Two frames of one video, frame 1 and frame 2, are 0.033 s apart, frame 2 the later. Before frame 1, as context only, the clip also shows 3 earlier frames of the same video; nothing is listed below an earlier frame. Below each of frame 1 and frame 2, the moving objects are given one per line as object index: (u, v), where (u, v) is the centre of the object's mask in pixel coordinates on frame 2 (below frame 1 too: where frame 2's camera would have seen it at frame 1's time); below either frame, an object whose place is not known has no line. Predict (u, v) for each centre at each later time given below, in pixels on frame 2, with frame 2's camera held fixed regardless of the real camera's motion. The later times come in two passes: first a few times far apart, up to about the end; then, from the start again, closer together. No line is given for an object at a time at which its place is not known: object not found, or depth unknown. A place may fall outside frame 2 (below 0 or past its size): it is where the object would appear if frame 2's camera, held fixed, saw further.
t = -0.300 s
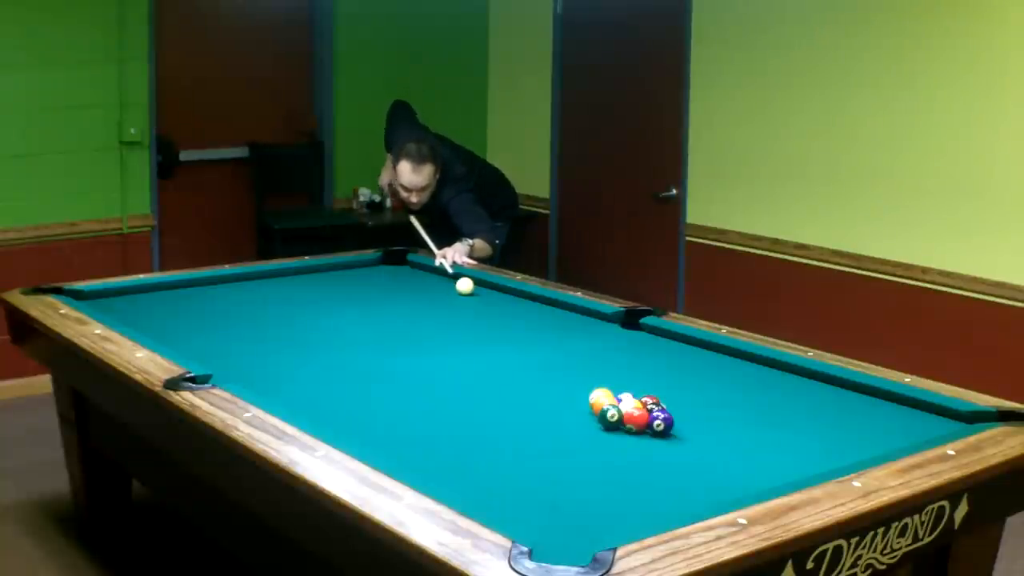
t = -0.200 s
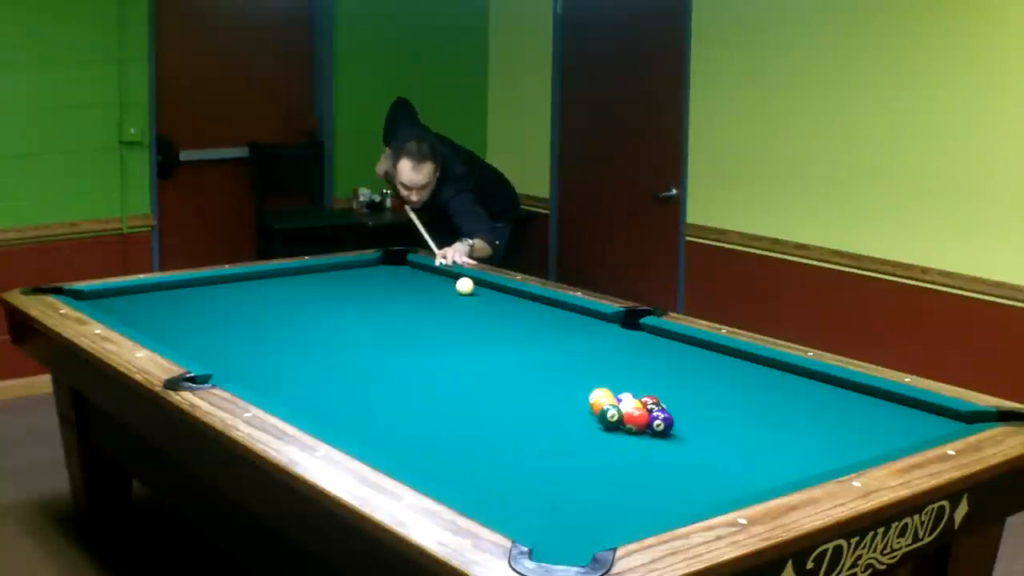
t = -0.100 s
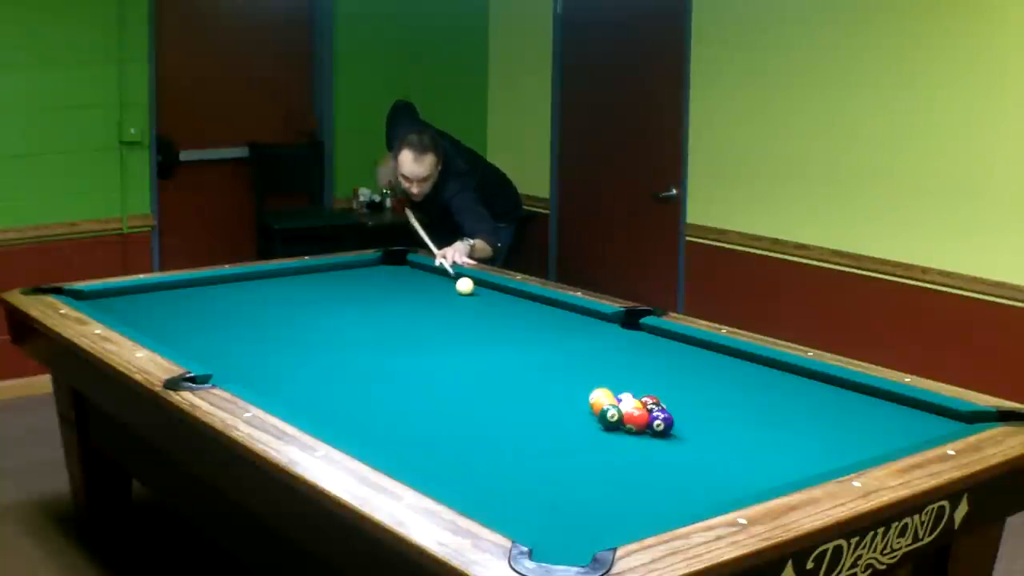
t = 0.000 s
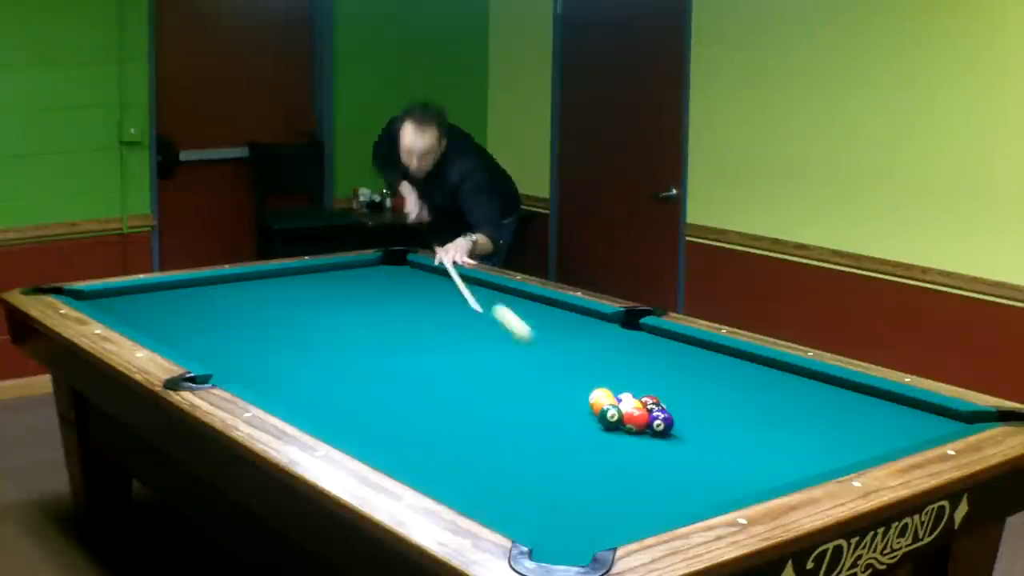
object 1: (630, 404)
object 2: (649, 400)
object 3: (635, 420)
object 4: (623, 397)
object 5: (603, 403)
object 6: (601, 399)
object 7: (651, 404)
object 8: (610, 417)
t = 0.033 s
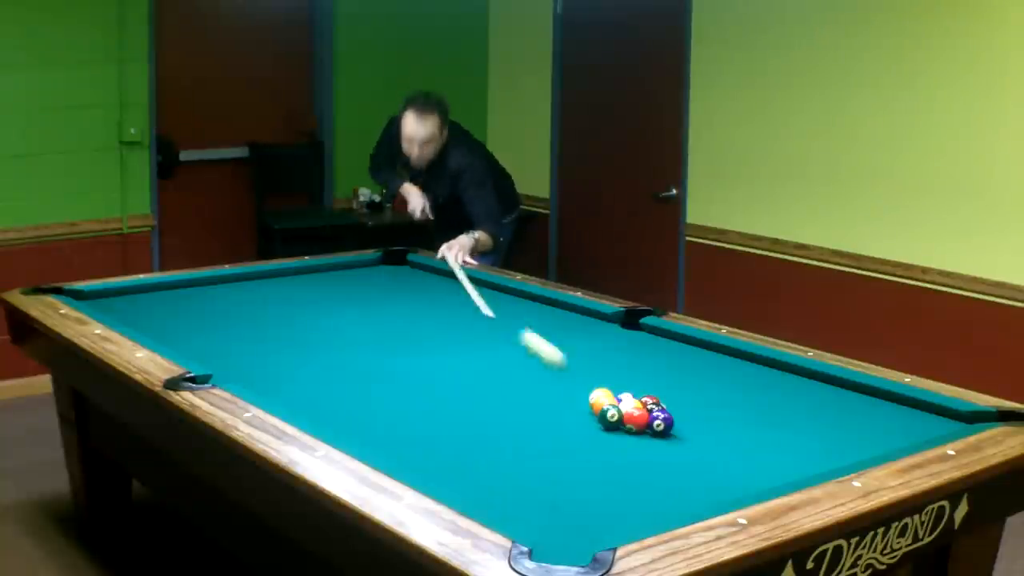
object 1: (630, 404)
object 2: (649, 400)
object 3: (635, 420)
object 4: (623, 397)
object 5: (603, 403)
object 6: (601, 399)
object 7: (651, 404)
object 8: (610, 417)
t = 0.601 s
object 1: (645, 451)
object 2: (921, 429)
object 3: (797, 456)
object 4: (649, 385)
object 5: (443, 424)
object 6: (379, 401)
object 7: (763, 382)
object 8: (843, 408)
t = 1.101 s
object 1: (660, 493)
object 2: (818, 442)
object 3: (782, 445)
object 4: (668, 369)
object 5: (358, 423)
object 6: (306, 385)
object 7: (680, 361)
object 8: (586, 378)
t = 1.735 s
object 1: (609, 511)
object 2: (763, 432)
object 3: (643, 430)
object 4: (686, 353)
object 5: (403, 393)
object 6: (245, 358)
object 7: (514, 358)
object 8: (336, 347)
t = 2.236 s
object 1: (545, 507)
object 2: (729, 426)
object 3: (591, 422)
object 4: (695, 342)
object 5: (430, 374)
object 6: (192, 337)
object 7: (396, 355)
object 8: (281, 320)
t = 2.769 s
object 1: (489, 499)
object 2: (703, 422)
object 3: (546, 416)
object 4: (677, 341)
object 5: (454, 358)
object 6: (201, 313)
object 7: (280, 352)
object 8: (236, 298)
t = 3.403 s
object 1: (478, 491)
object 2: (682, 418)
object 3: (506, 409)
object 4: (659, 342)
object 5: (477, 343)
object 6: (209, 290)
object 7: (176, 344)
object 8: (200, 283)
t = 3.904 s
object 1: (477, 488)
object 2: (675, 417)
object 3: (483, 406)
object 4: (652, 341)
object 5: (491, 334)
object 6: (238, 286)
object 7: (193, 335)
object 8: (182, 283)
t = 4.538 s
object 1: (477, 486)
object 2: (674, 416)
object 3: (464, 403)
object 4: (650, 341)
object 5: (506, 325)
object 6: (273, 285)
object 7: (209, 324)
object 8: (175, 288)
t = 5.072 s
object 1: (477, 486)
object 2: (674, 416)
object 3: (457, 402)
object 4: (650, 342)
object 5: (516, 319)
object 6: (295, 284)
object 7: (221, 317)
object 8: (171, 289)
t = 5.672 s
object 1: (477, 486)
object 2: (674, 416)
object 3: (457, 402)
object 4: (650, 341)
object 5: (524, 315)
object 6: (313, 283)
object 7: (231, 311)
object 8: (169, 290)
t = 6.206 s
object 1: (477, 486)
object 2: (674, 416)
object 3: (457, 402)
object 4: (650, 341)
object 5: (529, 312)
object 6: (321, 283)
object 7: (238, 307)
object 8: (169, 290)
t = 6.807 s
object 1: (477, 486)
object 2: (674, 416)
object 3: (457, 402)
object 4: (650, 341)
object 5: (530, 310)
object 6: (324, 283)
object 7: (243, 305)
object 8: (169, 290)
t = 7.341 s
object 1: (477, 486)
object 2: (674, 416)
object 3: (457, 402)
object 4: (650, 342)
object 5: (530, 310)
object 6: (324, 283)
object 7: (245, 304)
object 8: (169, 290)
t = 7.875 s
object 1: (476, 486)
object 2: (674, 416)
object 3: (457, 402)
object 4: (650, 342)
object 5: (531, 310)
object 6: (324, 283)
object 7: (245, 305)
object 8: (169, 290)
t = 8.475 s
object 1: (476, 486)
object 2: (674, 416)
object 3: (457, 402)
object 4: (650, 342)
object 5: (531, 310)
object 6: (324, 282)
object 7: (245, 305)
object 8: (169, 290)
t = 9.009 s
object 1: (476, 486)
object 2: (674, 416)
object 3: (457, 402)
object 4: (650, 342)
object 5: (531, 310)
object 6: (324, 282)
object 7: (245, 305)
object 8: (169, 290)
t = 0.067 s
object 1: (630, 404)
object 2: (649, 400)
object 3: (636, 420)
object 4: (623, 397)
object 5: (601, 399)
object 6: (601, 398)
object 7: (651, 404)
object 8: (610, 417)
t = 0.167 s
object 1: (633, 419)
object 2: (734, 405)
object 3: (667, 426)
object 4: (630, 397)
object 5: (574, 411)
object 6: (555, 398)
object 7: (691, 418)
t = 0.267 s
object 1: (636, 426)
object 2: (824, 405)
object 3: (697, 433)
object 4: (635, 397)
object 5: (544, 415)
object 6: (514, 400)
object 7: (724, 421)
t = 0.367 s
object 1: (639, 434)
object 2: (901, 403)
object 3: (726, 440)
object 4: (639, 393)
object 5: (514, 417)
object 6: (473, 401)
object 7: (752, 418)
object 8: (757, 476)
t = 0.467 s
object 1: (641, 442)
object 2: (925, 415)
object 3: (756, 447)
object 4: (644, 389)
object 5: (484, 420)
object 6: (433, 401)
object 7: (757, 402)
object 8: (801, 443)
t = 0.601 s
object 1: (645, 451)
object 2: (921, 429)
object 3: (797, 456)
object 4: (649, 385)
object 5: (443, 424)
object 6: (379, 401)
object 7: (763, 382)
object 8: (843, 408)
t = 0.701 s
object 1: (648, 460)
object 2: (911, 435)
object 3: (828, 460)
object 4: (653, 381)
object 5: (412, 426)
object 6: (339, 402)
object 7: (771, 369)
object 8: (854, 390)
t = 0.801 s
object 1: (651, 468)
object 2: (884, 439)
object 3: (825, 459)
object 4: (657, 377)
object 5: (382, 429)
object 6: (299, 402)
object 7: (760, 365)
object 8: (779, 388)
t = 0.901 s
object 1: (654, 477)
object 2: (858, 442)
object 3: (815, 454)
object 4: (661, 374)
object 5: (352, 430)
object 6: (291, 398)
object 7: (732, 364)
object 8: (710, 386)
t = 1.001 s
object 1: (657, 485)
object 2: (832, 443)
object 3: (804, 449)
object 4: (666, 370)
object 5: (350, 428)
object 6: (299, 392)
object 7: (705, 363)
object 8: (646, 381)
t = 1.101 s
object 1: (660, 493)
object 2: (818, 442)
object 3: (782, 445)
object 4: (668, 369)
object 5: (358, 423)
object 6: (306, 385)
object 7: (680, 361)
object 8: (586, 378)
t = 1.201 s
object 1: (663, 502)
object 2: (808, 441)
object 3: (757, 442)
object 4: (670, 366)
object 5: (366, 418)
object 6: (313, 379)
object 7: (650, 362)
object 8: (526, 374)
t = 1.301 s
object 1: (666, 507)
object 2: (798, 439)
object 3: (733, 440)
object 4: (674, 363)
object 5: (374, 412)
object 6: (320, 373)
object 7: (624, 361)
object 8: (470, 371)
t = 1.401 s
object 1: (658, 511)
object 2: (790, 437)
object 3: (710, 437)
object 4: (677, 361)
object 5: (381, 408)
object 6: (326, 368)
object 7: (598, 360)
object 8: (413, 366)
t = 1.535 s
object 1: (638, 511)
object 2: (778, 435)
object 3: (680, 434)
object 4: (681, 357)
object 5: (390, 402)
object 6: (322, 361)
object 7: (565, 359)
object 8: (353, 361)
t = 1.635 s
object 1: (624, 512)
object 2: (770, 433)
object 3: (657, 431)
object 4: (683, 356)
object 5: (397, 397)
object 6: (279, 360)
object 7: (540, 358)
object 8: (348, 353)
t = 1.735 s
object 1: (609, 511)
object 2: (763, 432)
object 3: (643, 430)
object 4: (686, 353)
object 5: (403, 393)
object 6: (245, 358)
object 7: (514, 358)
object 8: (336, 347)
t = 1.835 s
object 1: (596, 510)
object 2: (756, 431)
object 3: (631, 428)
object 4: (688, 351)
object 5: (409, 389)
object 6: (216, 356)
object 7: (490, 357)
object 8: (325, 341)
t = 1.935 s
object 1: (583, 509)
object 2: (748, 429)
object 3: (621, 427)
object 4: (690, 349)
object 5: (415, 385)
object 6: (188, 351)
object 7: (466, 356)
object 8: (313, 336)
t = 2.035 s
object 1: (570, 508)
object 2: (742, 428)
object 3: (610, 425)
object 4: (692, 347)
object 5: (420, 381)
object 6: (189, 348)
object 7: (443, 356)
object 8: (303, 331)
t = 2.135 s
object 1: (557, 507)
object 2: (735, 427)
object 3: (600, 424)
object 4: (694, 345)
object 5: (425, 377)
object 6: (191, 343)
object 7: (419, 355)
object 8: (292, 325)
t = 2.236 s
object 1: (545, 507)
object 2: (729, 426)
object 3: (591, 422)
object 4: (695, 342)
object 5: (430, 374)
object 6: (192, 337)
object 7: (396, 355)
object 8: (281, 320)
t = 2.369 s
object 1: (530, 505)
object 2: (722, 425)
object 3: (579, 421)
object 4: (693, 341)
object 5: (437, 370)
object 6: (194, 331)
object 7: (366, 354)
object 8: (270, 314)
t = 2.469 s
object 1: (519, 504)
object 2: (716, 424)
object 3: (570, 419)
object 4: (688, 341)
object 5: (441, 367)
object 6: (196, 326)
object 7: (343, 353)
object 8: (261, 310)
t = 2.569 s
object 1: (509, 503)
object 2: (711, 423)
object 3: (562, 418)
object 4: (685, 341)
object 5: (446, 364)
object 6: (198, 321)
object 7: (322, 353)
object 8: (251, 306)
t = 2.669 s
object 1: (499, 501)
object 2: (707, 423)
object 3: (554, 417)
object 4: (681, 341)
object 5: (450, 361)
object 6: (199, 317)
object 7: (301, 353)
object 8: (242, 301)
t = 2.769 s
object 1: (489, 499)
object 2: (703, 422)
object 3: (546, 416)
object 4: (677, 341)
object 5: (454, 358)
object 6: (201, 313)
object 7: (280, 352)
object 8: (236, 298)
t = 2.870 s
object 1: (480, 497)
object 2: (698, 421)
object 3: (539, 415)
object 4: (674, 342)
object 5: (458, 355)
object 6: (202, 309)
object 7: (259, 351)
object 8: (228, 294)
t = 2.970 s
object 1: (480, 496)
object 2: (695, 420)
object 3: (532, 413)
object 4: (670, 342)
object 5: (462, 353)
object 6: (204, 305)
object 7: (239, 351)
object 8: (220, 290)
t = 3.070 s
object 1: (479, 495)
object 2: (692, 420)
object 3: (525, 412)
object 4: (667, 342)
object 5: (466, 351)
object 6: (205, 301)
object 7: (219, 350)
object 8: (214, 286)
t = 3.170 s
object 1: (479, 493)
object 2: (688, 419)
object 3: (519, 411)
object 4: (665, 342)
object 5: (469, 348)
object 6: (206, 298)
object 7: (201, 350)
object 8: (208, 282)
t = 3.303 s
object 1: (479, 492)
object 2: (685, 418)
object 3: (511, 410)
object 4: (661, 341)
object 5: (474, 346)
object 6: (208, 293)
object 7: (177, 346)
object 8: (200, 281)
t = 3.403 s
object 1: (478, 491)
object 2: (682, 418)
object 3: (506, 409)
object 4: (659, 342)
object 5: (477, 343)
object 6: (209, 290)
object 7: (176, 344)
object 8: (200, 283)
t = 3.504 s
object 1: (478, 490)
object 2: (680, 417)
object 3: (501, 409)
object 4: (657, 342)
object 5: (480, 341)
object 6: (210, 287)
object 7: (180, 343)
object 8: (199, 283)
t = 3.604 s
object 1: (477, 489)
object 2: (678, 417)
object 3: (495, 408)
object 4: (656, 341)
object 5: (483, 339)
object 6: (218, 287)
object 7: (183, 341)
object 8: (196, 285)
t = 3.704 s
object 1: (477, 489)
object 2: (677, 417)
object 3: (491, 407)
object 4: (654, 341)
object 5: (486, 337)
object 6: (225, 286)
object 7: (186, 340)
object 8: (190, 284)
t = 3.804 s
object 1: (477, 488)
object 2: (676, 417)
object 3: (487, 406)
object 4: (653, 341)
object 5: (489, 336)
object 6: (232, 286)
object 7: (189, 337)
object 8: (185, 283)
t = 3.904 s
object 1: (477, 488)
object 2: (675, 417)
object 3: (483, 406)
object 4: (652, 341)
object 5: (491, 334)
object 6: (238, 286)
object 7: (193, 335)
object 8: (182, 283)
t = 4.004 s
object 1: (477, 487)
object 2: (675, 416)
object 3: (479, 405)
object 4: (651, 342)
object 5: (494, 332)
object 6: (245, 285)
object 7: (195, 333)
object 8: (181, 284)
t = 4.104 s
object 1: (477, 487)
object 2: (674, 416)
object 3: (476, 405)
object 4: (651, 341)
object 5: (496, 331)
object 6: (250, 285)
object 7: (198, 332)
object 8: (180, 284)
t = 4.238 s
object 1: (477, 486)
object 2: (674, 416)
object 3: (472, 404)
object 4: (650, 341)
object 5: (499, 329)
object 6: (258, 285)
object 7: (202, 329)
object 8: (178, 286)
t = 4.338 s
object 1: (477, 486)
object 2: (674, 416)
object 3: (469, 404)
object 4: (650, 341)
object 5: (502, 328)
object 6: (263, 285)
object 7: (204, 326)
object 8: (177, 286)
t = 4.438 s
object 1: (477, 486)
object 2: (674, 416)
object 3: (467, 403)
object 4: (650, 341)
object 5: (504, 326)
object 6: (269, 285)
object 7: (207, 326)
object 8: (176, 287)
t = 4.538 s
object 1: (477, 486)
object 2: (674, 416)
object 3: (464, 403)
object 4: (650, 341)
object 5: (506, 325)
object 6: (273, 285)
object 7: (209, 324)
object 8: (175, 288)
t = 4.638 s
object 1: (477, 486)
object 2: (674, 416)
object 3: (462, 403)
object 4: (650, 341)
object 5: (509, 324)
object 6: (278, 285)
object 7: (211, 323)
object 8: (174, 288)
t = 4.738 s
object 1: (477, 486)
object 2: (674, 416)
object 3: (461, 403)
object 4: (650, 341)
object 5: (511, 323)
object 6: (282, 285)
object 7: (214, 320)
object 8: (173, 288)
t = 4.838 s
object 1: (477, 486)
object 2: (674, 416)
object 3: (459, 403)
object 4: (650, 341)
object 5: (512, 322)
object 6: (287, 284)
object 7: (216, 319)
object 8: (173, 288)
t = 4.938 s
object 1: (477, 486)
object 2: (674, 416)
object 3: (458, 402)
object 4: (650, 341)
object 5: (514, 321)
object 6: (291, 284)
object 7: (218, 318)
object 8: (172, 288)
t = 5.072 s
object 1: (477, 486)
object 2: (674, 416)
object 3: (457, 402)
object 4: (650, 342)
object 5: (516, 319)
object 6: (295, 284)
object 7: (221, 317)
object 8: (171, 289)
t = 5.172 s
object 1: (477, 486)
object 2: (674, 416)
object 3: (456, 402)
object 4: (650, 341)
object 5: (518, 318)
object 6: (299, 284)
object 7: (223, 316)
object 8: (170, 289)
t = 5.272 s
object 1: (477, 486)
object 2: (674, 416)
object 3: (456, 402)
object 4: (650, 341)
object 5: (520, 318)
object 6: (302, 284)
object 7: (224, 314)
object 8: (170, 289)
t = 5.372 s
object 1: (477, 486)
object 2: (674, 416)
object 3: (456, 402)
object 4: (650, 341)
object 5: (521, 317)
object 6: (305, 284)
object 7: (226, 313)
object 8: (169, 290)
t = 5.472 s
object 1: (477, 486)
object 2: (674, 416)
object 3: (456, 402)
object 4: (650, 341)
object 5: (522, 316)
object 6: (308, 284)
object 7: (228, 312)
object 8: (169, 290)
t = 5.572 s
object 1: (477, 486)
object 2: (674, 416)
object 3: (456, 402)
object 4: (650, 341)
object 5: (523, 315)
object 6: (310, 284)
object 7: (230, 312)
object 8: (169, 290)
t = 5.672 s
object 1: (477, 486)
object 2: (674, 416)
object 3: (457, 402)
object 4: (650, 341)
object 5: (524, 315)
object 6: (313, 283)
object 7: (231, 311)
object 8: (169, 290)
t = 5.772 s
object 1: (477, 486)
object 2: (674, 416)
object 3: (457, 402)
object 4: (650, 342)
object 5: (526, 314)
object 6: (315, 283)
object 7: (232, 310)
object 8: (169, 290)
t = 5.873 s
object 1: (477, 486)
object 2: (674, 416)
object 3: (457, 402)
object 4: (650, 342)
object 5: (527, 313)
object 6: (317, 283)
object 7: (234, 309)
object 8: (169, 290)
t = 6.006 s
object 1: (477, 486)
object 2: (674, 416)
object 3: (457, 402)
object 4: (650, 341)
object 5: (527, 313)
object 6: (319, 283)
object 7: (235, 308)
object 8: (169, 290)
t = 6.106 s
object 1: (477, 486)
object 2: (674, 416)
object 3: (457, 402)
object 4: (650, 341)
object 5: (528, 312)
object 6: (320, 283)
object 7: (236, 307)
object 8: (169, 290)
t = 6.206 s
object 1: (477, 486)
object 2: (674, 416)
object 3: (457, 402)
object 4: (650, 341)
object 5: (529, 312)
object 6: (321, 283)
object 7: (238, 307)
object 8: (169, 290)
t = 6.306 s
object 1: (477, 486)
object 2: (674, 416)
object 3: (457, 402)
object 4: (650, 341)
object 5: (529, 311)
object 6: (323, 283)
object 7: (238, 307)
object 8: (169, 290)
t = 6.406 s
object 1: (477, 486)
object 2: (674, 416)
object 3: (457, 402)
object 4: (650, 341)
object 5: (529, 311)
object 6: (323, 283)
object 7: (239, 306)
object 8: (169, 290)
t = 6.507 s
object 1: (477, 486)
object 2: (674, 416)
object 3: (457, 402)
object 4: (650, 341)
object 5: (529, 311)
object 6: (323, 283)
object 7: (240, 306)
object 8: (169, 290)
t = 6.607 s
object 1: (477, 486)
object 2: (674, 416)
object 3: (457, 403)
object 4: (650, 341)
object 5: (530, 310)
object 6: (323, 283)
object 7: (241, 306)
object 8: (169, 290)
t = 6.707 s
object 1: (477, 486)
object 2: (674, 416)
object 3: (457, 402)
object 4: (650, 341)
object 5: (530, 310)
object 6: (323, 283)
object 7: (242, 305)
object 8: (169, 290)
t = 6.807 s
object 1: (477, 486)
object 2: (674, 416)
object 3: (457, 402)
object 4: (650, 341)
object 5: (530, 310)
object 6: (324, 283)
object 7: (243, 305)
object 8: (169, 290)
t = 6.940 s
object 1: (477, 486)
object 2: (674, 416)
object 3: (457, 402)
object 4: (650, 341)
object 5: (530, 310)
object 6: (324, 283)
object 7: (244, 305)
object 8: (169, 290)
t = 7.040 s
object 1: (477, 486)
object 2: (674, 416)
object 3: (457, 402)
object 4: (650, 341)
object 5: (530, 310)
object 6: (324, 283)
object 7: (244, 305)
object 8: (169, 290)
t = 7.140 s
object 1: (477, 486)
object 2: (674, 416)
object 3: (457, 402)
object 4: (650, 341)
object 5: (530, 310)
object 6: (324, 283)
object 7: (245, 304)
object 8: (169, 290)
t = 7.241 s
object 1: (477, 486)
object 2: (674, 416)
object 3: (457, 402)
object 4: (650, 341)
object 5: (530, 310)
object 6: (324, 283)
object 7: (245, 304)
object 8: (169, 290)
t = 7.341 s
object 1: (477, 486)
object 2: (674, 416)
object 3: (457, 402)
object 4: (650, 342)
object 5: (530, 310)
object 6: (324, 283)
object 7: (245, 304)
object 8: (169, 290)
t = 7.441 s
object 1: (476, 486)
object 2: (674, 416)
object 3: (457, 402)
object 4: (650, 342)
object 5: (531, 310)
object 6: (324, 282)
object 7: (245, 304)
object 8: (169, 290)
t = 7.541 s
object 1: (476, 486)
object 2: (674, 416)
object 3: (457, 402)
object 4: (650, 342)
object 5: (531, 310)
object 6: (324, 283)
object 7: (245, 305)
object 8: (169, 290)
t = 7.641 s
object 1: (476, 486)
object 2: (674, 416)
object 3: (457, 402)
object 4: (650, 342)
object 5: (531, 310)
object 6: (324, 283)
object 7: (245, 304)
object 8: (169, 290)
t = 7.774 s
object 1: (476, 486)
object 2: (674, 416)
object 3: (457, 402)
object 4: (650, 342)
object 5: (531, 310)
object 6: (324, 283)
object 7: (245, 305)
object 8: (169, 290)
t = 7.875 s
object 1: (476, 486)
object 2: (674, 416)
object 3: (457, 402)
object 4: (650, 342)
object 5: (531, 310)
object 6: (324, 283)
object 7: (245, 305)
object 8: (169, 290)
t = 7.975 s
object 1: (476, 486)
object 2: (674, 416)
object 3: (457, 402)
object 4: (650, 342)
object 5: (531, 310)
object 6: (324, 282)
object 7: (245, 304)
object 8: (169, 290)
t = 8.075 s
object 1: (476, 486)
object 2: (674, 416)
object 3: (457, 402)
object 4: (650, 342)
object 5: (531, 310)
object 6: (324, 283)
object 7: (245, 304)
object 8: (169, 290)
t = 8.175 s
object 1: (476, 486)
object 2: (674, 416)
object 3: (457, 402)
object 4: (650, 342)
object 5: (531, 310)
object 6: (324, 283)
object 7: (245, 304)
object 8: (169, 290)
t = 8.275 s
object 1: (476, 486)
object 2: (674, 416)
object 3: (457, 402)
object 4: (650, 342)
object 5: (531, 310)
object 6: (324, 282)
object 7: (245, 304)
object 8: (169, 290)
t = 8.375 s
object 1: (476, 486)
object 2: (674, 416)
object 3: (457, 402)
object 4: (650, 342)
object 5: (531, 310)
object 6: (324, 282)
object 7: (245, 304)
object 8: (169, 290)
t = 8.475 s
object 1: (476, 486)
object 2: (674, 416)
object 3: (457, 402)
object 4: (650, 342)
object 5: (531, 310)
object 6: (324, 282)
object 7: (245, 305)
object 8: (169, 290)
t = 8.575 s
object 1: (476, 486)
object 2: (674, 416)
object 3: (457, 402)
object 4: (650, 342)
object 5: (531, 310)
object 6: (324, 282)
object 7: (245, 304)
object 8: (169, 290)
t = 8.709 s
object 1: (476, 486)
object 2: (674, 416)
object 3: (457, 402)
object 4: (650, 342)
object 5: (531, 310)
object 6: (324, 282)
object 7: (245, 304)
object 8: (169, 290)
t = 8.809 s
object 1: (476, 486)
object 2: (674, 416)
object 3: (457, 402)
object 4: (650, 342)
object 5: (531, 310)
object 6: (324, 282)
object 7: (245, 304)
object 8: (169, 290)
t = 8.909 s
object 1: (477, 486)
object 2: (674, 416)
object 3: (457, 402)
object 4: (650, 342)
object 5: (531, 310)
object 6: (324, 283)
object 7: (245, 304)
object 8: (169, 290)
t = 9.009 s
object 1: (476, 486)
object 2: (674, 416)
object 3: (457, 402)
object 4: (650, 342)
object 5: (531, 310)
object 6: (324, 282)
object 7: (245, 305)
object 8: (169, 290)
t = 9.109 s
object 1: (476, 486)
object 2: (674, 416)
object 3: (457, 402)
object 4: (650, 342)
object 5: (531, 310)
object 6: (324, 282)
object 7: (245, 304)
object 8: (169, 290)
